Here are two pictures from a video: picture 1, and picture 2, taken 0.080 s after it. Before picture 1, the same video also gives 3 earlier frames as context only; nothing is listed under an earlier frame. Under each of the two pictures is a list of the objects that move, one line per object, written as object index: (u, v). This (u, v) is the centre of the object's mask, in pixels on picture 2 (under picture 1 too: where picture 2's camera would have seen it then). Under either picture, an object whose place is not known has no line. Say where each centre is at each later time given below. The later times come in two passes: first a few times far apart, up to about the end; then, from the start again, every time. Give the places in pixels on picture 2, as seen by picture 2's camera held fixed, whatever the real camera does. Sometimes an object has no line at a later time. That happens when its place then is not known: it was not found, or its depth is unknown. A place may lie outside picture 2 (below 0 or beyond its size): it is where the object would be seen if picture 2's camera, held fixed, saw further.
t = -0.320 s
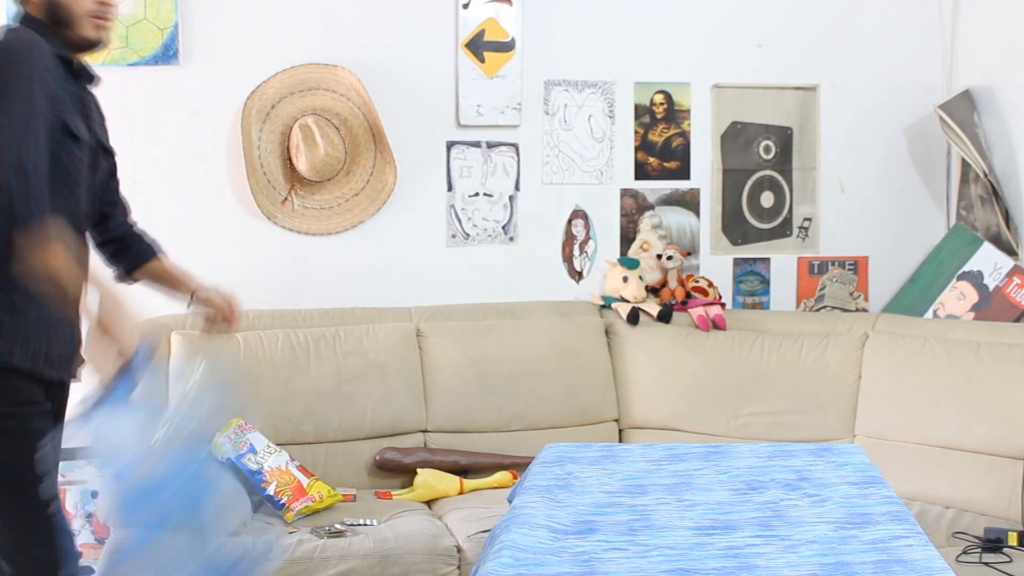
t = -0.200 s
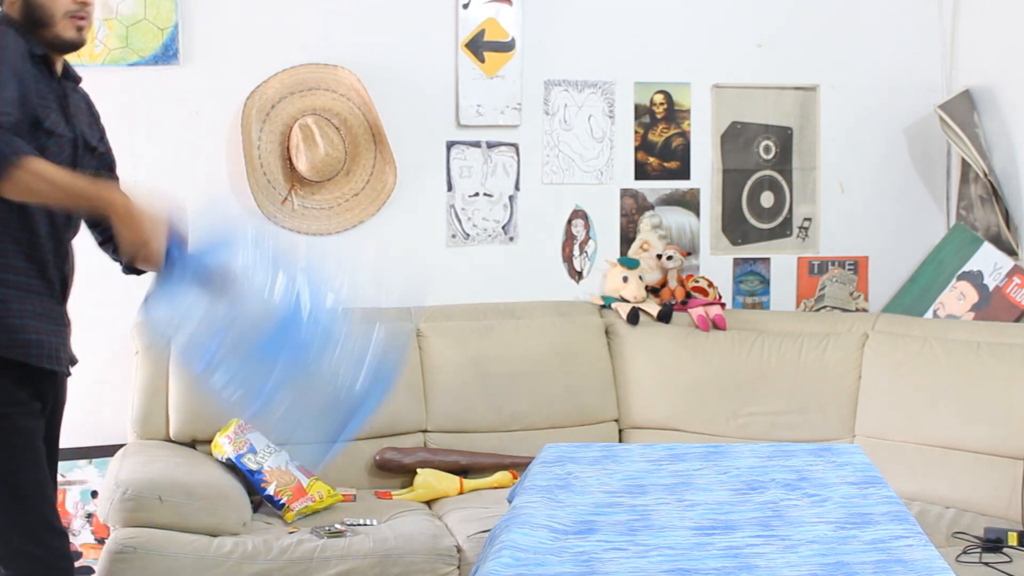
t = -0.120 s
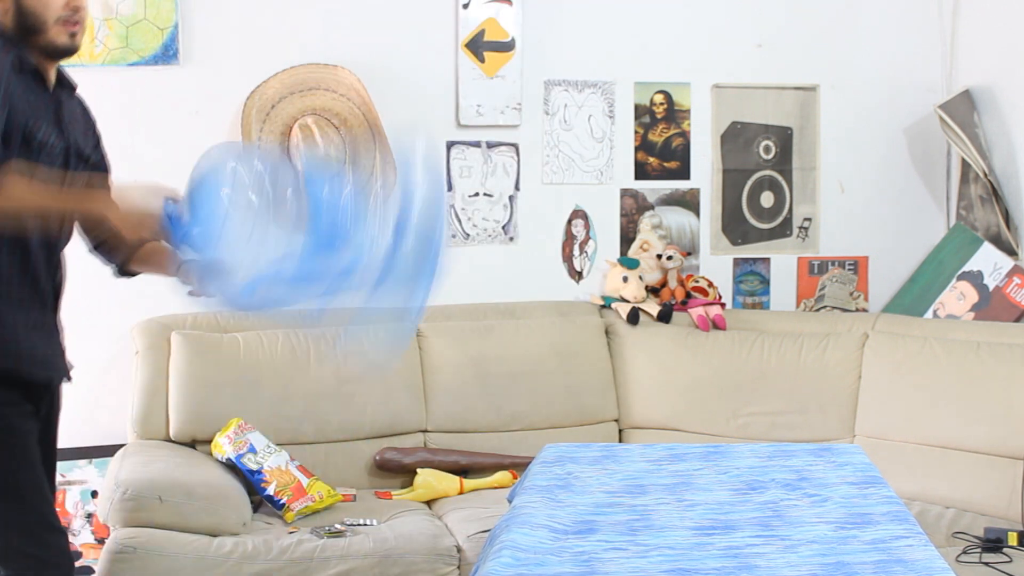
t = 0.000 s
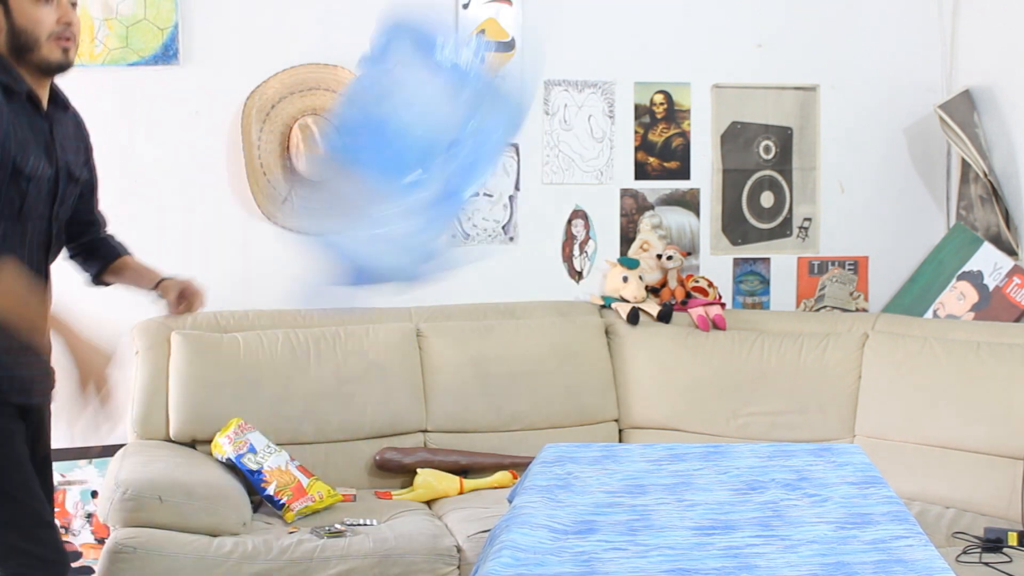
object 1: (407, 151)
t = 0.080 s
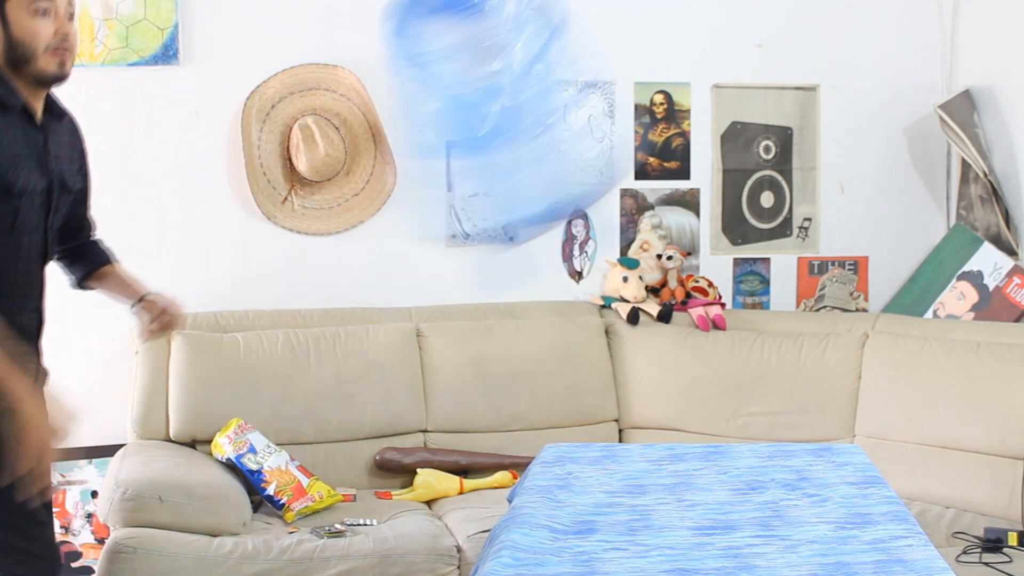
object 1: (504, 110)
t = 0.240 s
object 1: (643, 71)
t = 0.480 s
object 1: (748, 341)
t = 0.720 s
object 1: (823, 374)
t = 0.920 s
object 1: (897, 392)
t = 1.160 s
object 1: (939, 458)
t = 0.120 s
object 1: (541, 90)
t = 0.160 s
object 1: (585, 79)
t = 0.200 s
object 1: (615, 71)
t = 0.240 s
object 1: (643, 71)
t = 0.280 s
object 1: (649, 79)
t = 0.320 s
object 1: (658, 92)
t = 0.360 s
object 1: (698, 141)
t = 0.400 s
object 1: (718, 186)
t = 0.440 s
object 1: (740, 256)
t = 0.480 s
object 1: (748, 341)
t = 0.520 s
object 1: (755, 376)
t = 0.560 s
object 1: (768, 371)
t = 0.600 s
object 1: (785, 371)
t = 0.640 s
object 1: (799, 371)
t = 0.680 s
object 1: (812, 372)
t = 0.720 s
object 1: (823, 374)
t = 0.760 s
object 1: (832, 375)
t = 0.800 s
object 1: (844, 378)
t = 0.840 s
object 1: (857, 382)
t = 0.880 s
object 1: (877, 386)
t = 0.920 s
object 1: (897, 392)
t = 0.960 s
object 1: (913, 403)
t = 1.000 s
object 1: (924, 421)
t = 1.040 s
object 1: (931, 452)
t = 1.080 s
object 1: (930, 462)
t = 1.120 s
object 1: (936, 458)
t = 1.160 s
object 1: (939, 458)
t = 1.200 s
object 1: (941, 463)
